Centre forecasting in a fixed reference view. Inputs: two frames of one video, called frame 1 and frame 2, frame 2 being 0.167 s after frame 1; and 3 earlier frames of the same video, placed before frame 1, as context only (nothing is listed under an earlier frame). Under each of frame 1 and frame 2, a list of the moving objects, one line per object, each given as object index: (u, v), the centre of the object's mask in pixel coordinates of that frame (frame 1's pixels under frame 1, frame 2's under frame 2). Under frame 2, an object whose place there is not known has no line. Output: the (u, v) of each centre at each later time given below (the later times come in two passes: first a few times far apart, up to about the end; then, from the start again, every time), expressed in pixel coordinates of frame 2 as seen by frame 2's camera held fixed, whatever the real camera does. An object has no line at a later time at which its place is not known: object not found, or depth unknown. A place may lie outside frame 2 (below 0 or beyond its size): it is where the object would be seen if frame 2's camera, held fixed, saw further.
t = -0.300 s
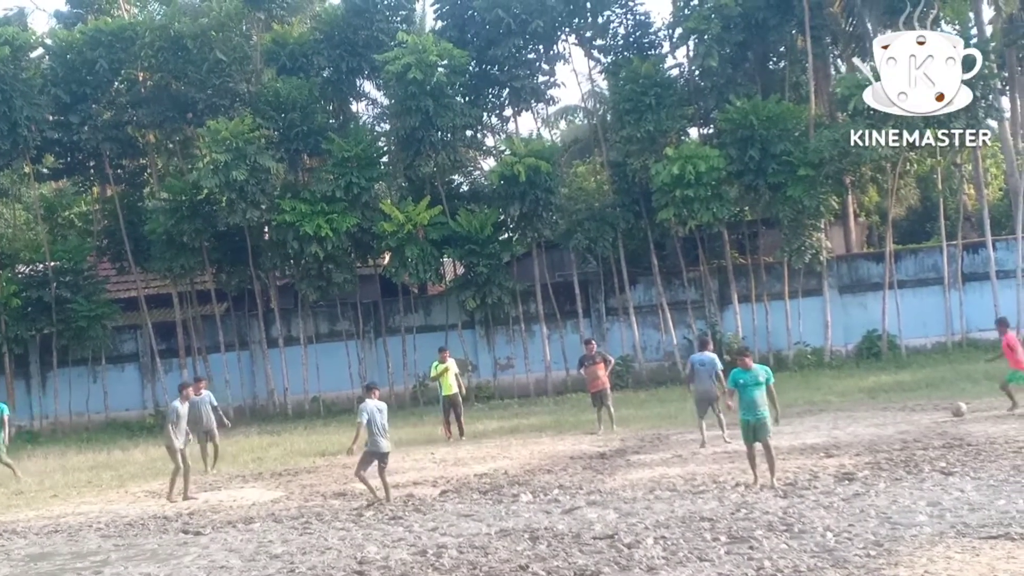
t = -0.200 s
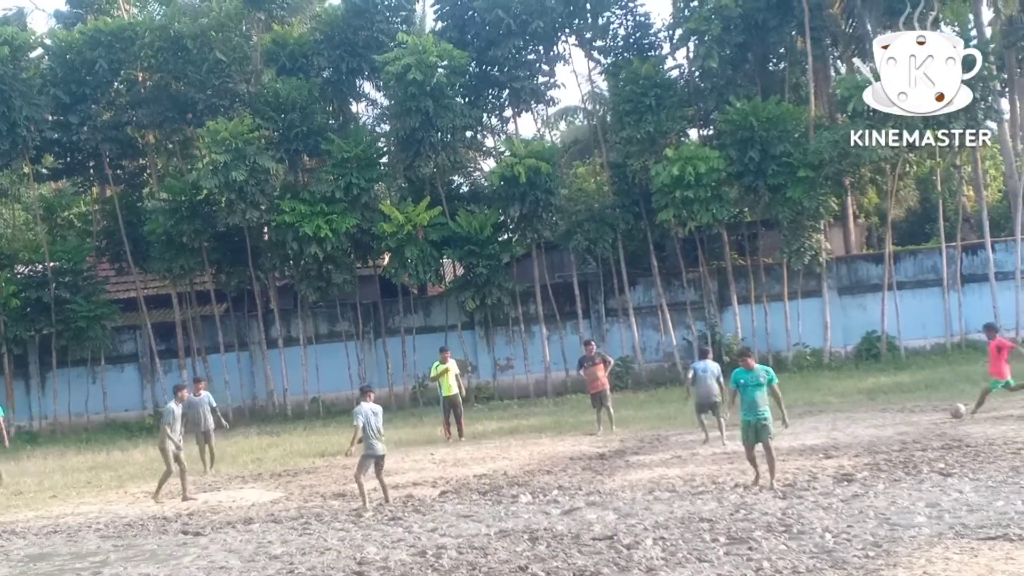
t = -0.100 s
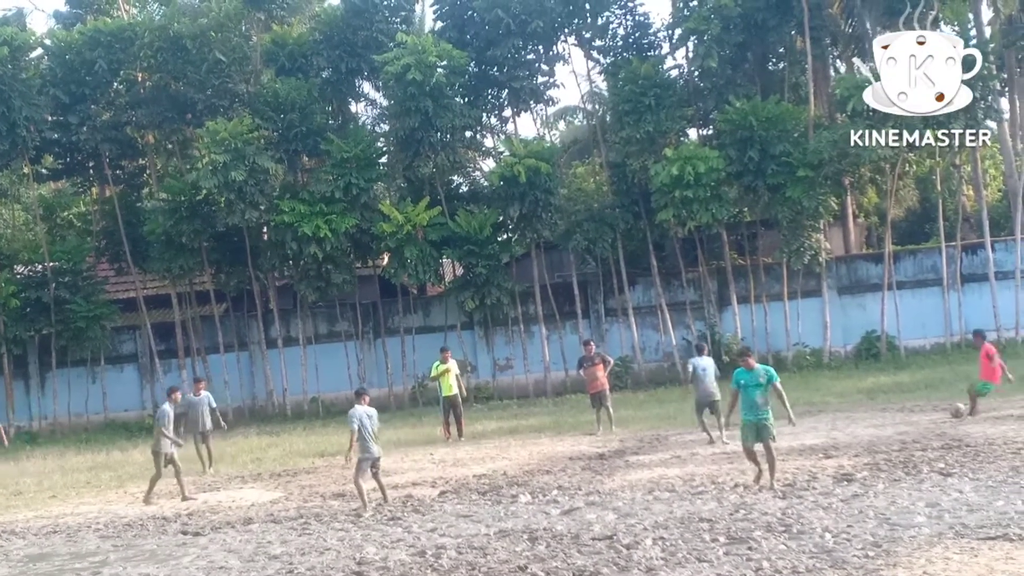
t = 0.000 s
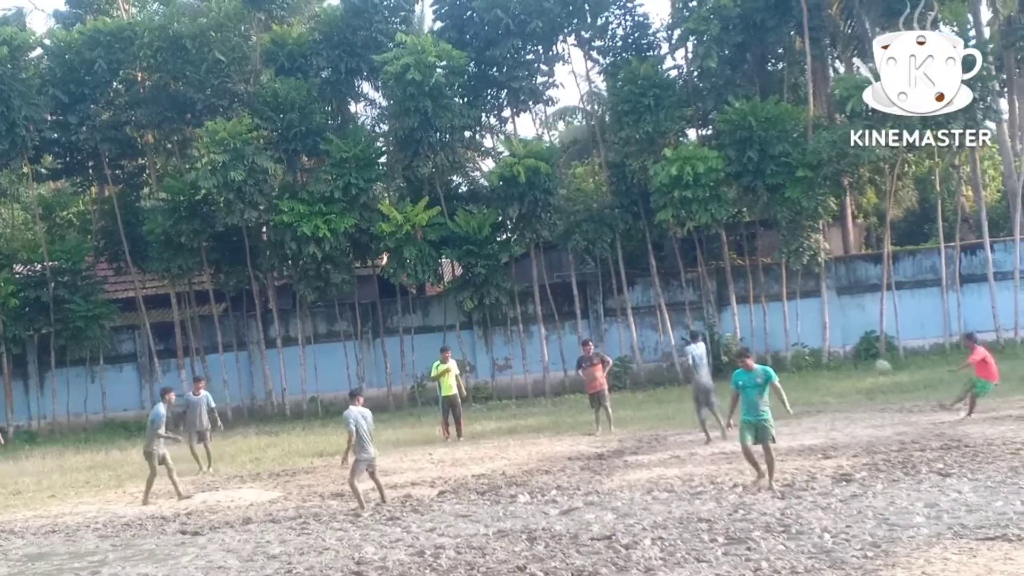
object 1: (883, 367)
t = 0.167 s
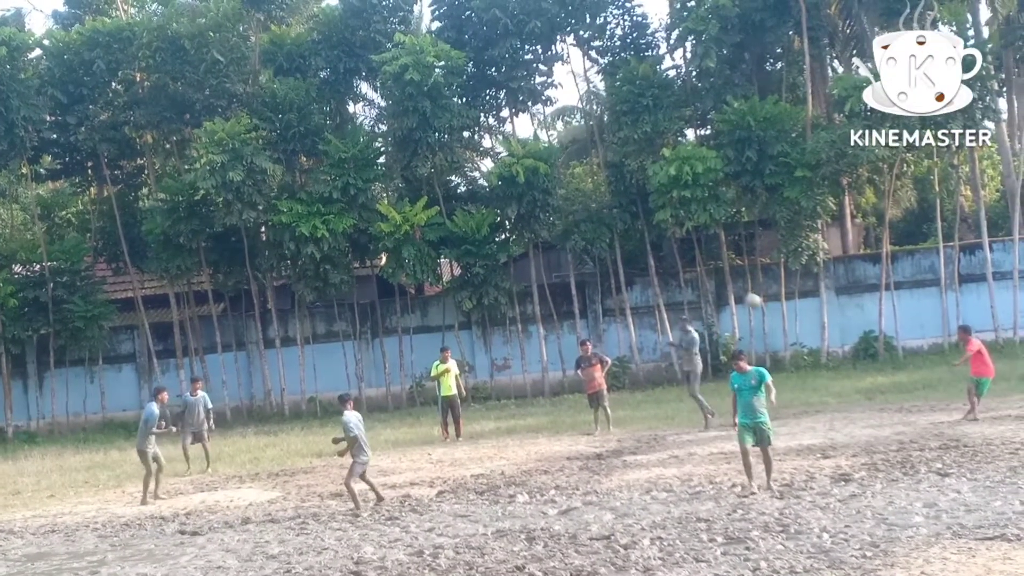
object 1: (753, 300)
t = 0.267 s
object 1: (679, 270)
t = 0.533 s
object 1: (488, 214)
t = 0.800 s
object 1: (304, 200)
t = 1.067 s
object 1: (124, 230)
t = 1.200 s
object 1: (34, 263)
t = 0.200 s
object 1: (728, 290)
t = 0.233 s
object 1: (703, 281)
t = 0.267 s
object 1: (679, 270)
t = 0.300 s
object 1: (654, 261)
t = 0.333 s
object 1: (630, 252)
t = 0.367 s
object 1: (606, 245)
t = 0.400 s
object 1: (581, 238)
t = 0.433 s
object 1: (558, 230)
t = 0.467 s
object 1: (534, 224)
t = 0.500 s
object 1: (511, 219)
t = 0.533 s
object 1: (488, 214)
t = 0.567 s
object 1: (464, 210)
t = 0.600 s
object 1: (441, 206)
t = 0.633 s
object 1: (419, 204)
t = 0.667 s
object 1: (396, 201)
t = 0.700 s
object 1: (372, 200)
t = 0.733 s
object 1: (350, 200)
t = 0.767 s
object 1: (327, 200)
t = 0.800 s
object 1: (304, 200)
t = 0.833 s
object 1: (282, 201)
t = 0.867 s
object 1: (259, 204)
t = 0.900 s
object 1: (237, 206)
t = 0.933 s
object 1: (214, 210)
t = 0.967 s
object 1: (191, 214)
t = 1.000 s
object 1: (169, 218)
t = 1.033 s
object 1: (146, 224)
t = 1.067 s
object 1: (124, 230)
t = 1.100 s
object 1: (101, 237)
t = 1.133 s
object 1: (78, 245)
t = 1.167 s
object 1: (56, 253)
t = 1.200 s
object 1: (34, 263)
